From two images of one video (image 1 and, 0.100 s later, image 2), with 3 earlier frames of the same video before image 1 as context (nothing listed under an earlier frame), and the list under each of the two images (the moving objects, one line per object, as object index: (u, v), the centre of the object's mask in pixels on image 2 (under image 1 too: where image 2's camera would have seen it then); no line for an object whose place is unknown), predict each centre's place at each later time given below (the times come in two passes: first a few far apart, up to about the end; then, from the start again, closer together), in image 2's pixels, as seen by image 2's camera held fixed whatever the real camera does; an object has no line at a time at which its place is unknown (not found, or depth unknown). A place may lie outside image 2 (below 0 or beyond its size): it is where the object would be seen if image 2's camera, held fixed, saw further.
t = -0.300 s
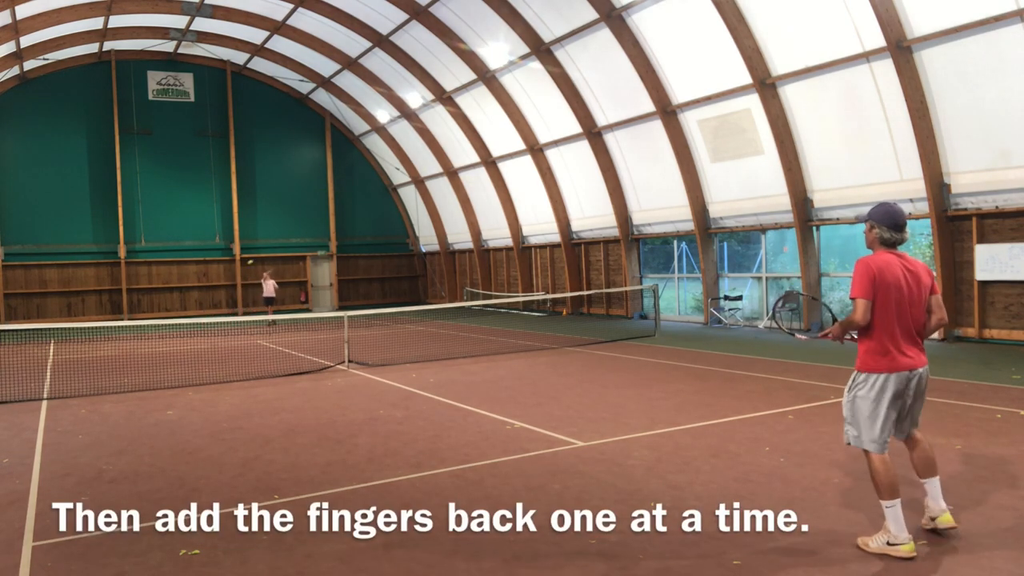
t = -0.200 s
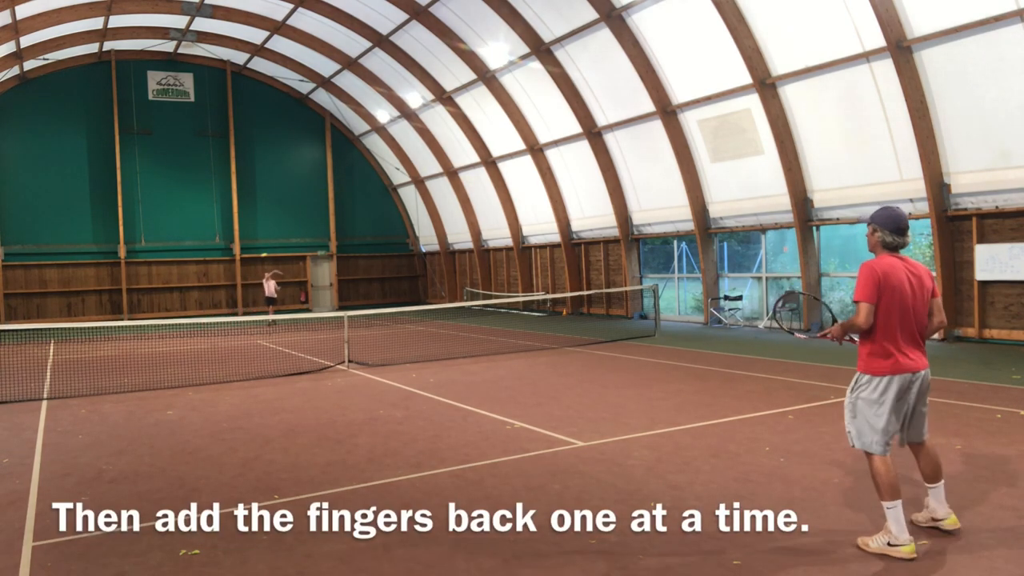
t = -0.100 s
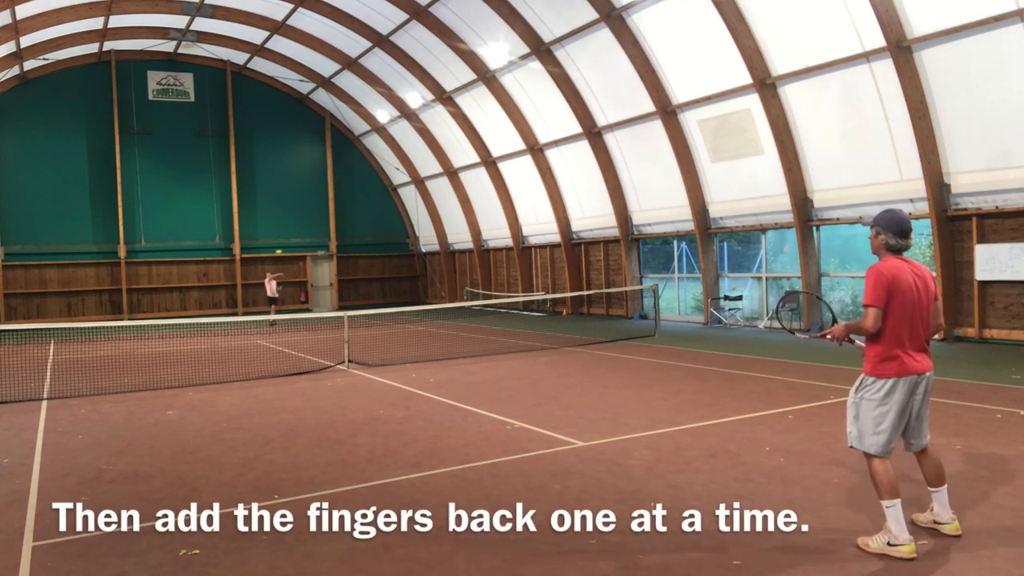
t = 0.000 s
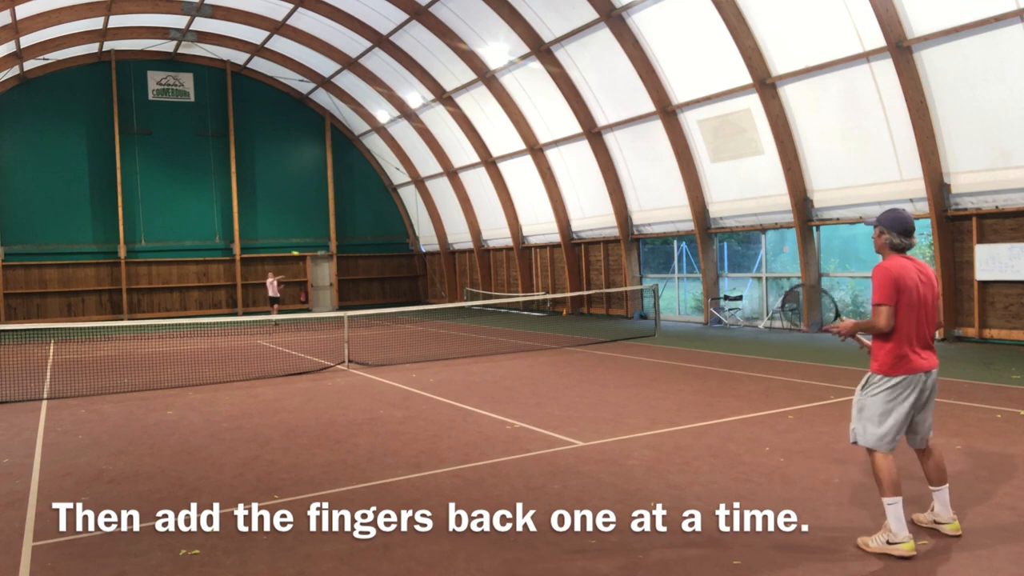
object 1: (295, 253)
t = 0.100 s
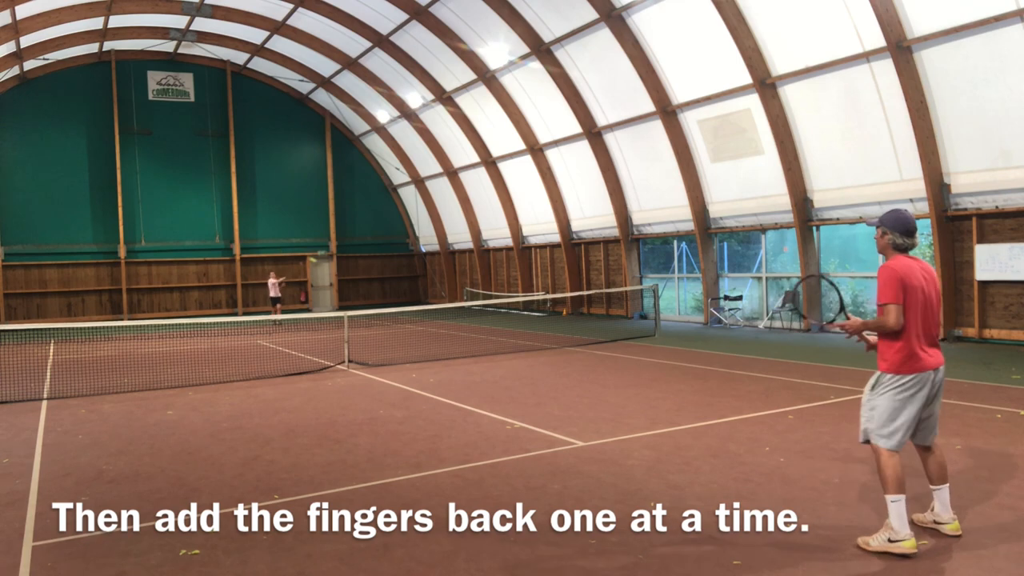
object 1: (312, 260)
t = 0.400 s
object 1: (381, 327)
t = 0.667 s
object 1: (448, 350)
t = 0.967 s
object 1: (528, 309)
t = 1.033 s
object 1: (550, 313)
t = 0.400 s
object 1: (381, 327)
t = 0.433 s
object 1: (390, 340)
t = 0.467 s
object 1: (400, 356)
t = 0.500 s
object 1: (410, 372)
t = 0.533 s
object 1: (421, 386)
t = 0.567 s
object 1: (428, 378)
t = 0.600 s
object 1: (434, 368)
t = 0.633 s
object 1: (441, 359)
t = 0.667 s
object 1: (448, 350)
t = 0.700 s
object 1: (454, 341)
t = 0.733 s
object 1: (463, 335)
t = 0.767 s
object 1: (472, 328)
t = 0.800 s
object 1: (480, 322)
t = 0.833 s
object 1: (489, 318)
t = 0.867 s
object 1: (499, 314)
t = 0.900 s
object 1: (507, 312)
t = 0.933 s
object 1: (518, 310)
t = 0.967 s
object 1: (528, 309)
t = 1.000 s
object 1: (539, 311)
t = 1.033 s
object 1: (550, 313)
